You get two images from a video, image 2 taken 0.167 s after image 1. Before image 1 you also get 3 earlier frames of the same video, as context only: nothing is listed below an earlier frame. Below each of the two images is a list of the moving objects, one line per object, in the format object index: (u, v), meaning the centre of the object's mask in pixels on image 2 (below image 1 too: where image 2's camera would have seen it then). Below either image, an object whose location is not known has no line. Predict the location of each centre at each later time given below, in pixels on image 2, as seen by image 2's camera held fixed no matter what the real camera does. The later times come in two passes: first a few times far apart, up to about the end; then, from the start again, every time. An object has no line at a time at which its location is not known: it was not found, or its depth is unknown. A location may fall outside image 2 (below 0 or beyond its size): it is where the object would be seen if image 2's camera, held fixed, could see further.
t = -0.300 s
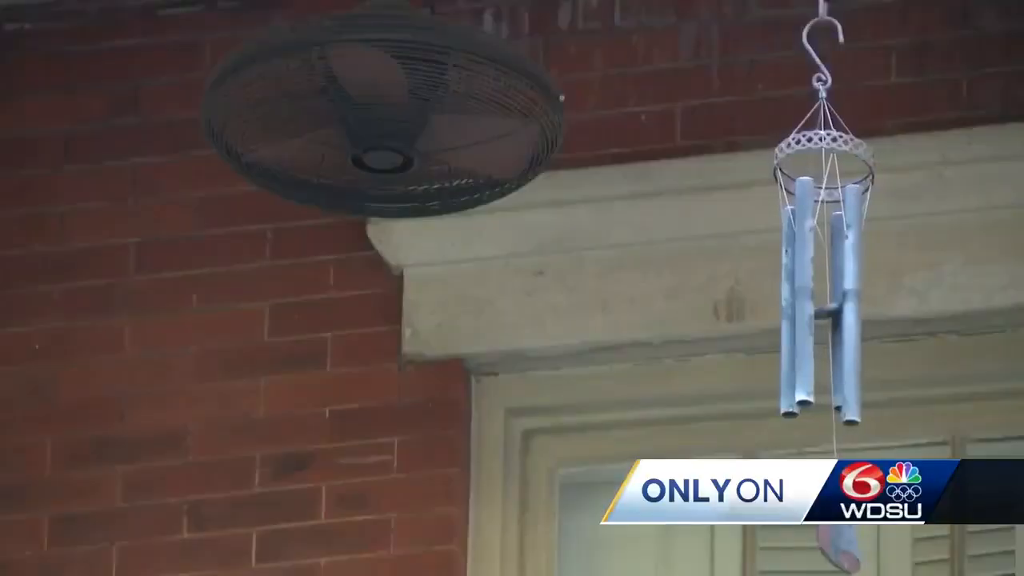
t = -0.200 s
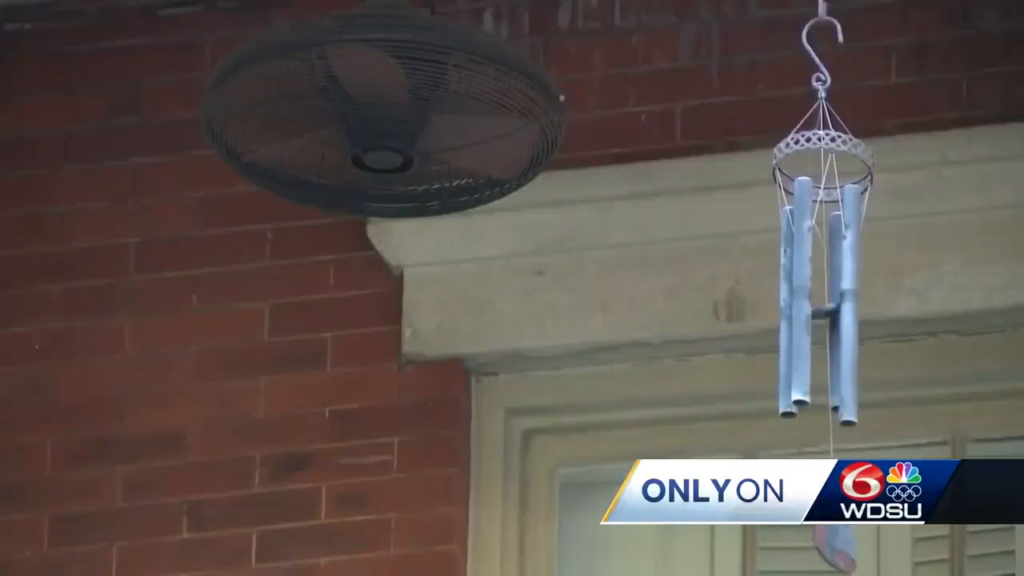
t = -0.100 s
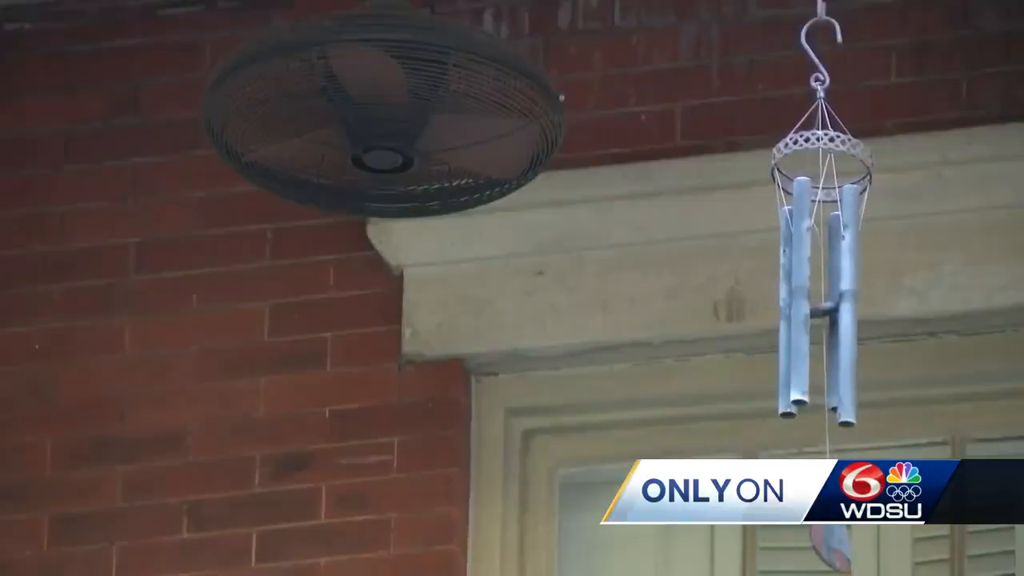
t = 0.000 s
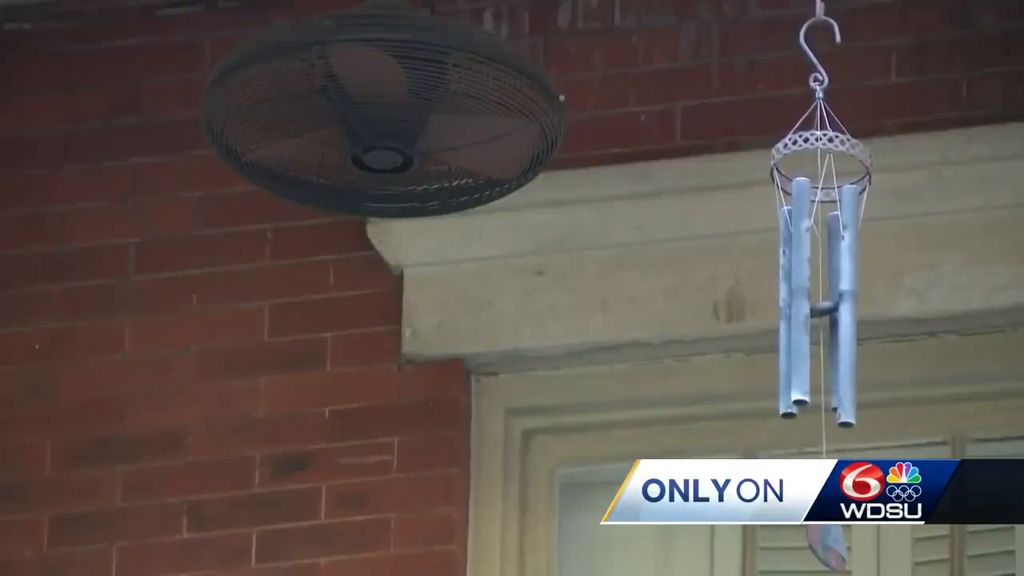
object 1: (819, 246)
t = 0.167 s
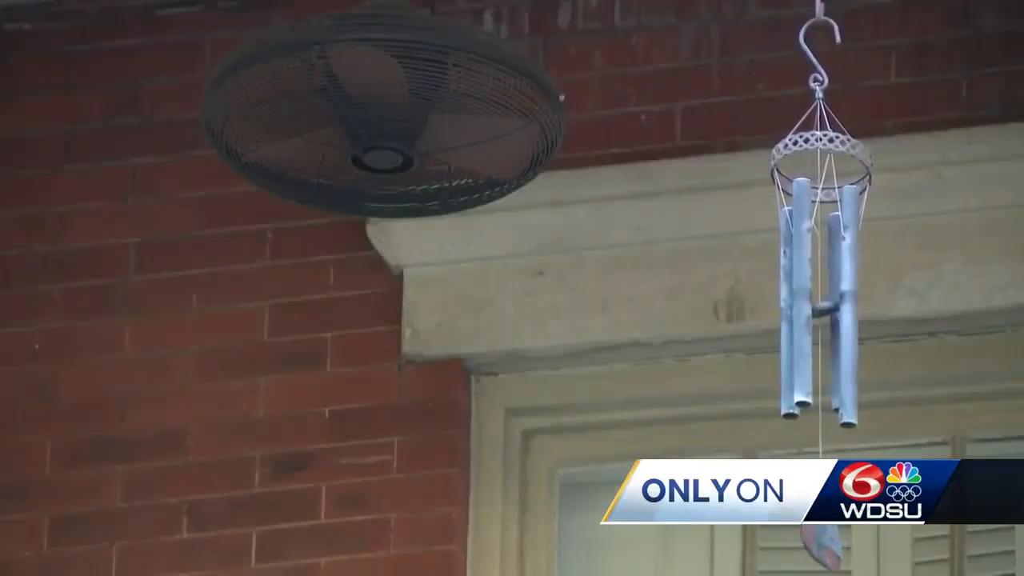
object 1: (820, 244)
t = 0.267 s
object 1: (821, 245)
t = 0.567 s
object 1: (827, 247)
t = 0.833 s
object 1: (830, 248)
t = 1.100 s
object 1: (829, 246)
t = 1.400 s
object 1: (827, 248)
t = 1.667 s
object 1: (823, 247)
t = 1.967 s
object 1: (814, 246)
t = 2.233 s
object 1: (807, 247)
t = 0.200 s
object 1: (820, 244)
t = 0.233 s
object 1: (820, 245)
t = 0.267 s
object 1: (821, 245)
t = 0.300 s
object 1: (822, 246)
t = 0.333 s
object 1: (823, 246)
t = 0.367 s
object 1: (823, 247)
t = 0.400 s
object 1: (824, 247)
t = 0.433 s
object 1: (825, 246)
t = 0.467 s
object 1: (826, 246)
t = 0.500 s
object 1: (826, 246)
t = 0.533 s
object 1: (827, 247)
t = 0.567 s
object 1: (827, 247)
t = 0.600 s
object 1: (828, 249)
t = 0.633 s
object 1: (828, 249)
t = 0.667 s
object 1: (829, 248)
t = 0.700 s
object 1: (829, 249)
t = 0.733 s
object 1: (830, 249)
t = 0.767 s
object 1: (830, 249)
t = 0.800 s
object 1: (830, 249)
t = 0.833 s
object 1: (830, 248)
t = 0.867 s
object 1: (830, 248)
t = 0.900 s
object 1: (830, 247)
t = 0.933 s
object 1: (830, 247)
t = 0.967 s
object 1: (830, 246)
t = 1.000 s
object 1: (830, 246)
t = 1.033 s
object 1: (830, 246)
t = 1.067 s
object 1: (829, 246)
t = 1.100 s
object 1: (829, 246)
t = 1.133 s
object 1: (829, 247)
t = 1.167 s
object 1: (829, 247)
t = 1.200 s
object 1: (829, 247)
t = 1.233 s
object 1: (828, 247)
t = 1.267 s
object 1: (828, 247)
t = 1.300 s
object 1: (828, 248)
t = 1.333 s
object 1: (827, 248)
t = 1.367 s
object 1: (827, 248)
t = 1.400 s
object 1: (827, 248)
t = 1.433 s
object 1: (826, 248)
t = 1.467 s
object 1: (826, 249)
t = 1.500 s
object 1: (826, 249)
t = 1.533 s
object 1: (825, 249)
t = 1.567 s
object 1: (825, 249)
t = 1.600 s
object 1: (824, 248)
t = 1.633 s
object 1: (824, 248)
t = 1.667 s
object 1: (823, 247)
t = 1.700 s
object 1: (822, 246)
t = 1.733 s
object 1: (821, 245)
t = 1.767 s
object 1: (820, 244)
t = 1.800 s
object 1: (819, 244)
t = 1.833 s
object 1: (818, 244)
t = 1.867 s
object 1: (817, 244)
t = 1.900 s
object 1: (816, 244)
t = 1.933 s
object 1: (815, 245)
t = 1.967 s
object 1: (814, 246)
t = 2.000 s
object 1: (813, 246)
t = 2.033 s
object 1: (812, 244)
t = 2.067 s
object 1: (811, 244)
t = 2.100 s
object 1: (810, 244)
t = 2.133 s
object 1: (809, 245)
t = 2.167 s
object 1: (808, 246)
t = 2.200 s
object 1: (808, 246)
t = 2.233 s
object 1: (807, 247)
